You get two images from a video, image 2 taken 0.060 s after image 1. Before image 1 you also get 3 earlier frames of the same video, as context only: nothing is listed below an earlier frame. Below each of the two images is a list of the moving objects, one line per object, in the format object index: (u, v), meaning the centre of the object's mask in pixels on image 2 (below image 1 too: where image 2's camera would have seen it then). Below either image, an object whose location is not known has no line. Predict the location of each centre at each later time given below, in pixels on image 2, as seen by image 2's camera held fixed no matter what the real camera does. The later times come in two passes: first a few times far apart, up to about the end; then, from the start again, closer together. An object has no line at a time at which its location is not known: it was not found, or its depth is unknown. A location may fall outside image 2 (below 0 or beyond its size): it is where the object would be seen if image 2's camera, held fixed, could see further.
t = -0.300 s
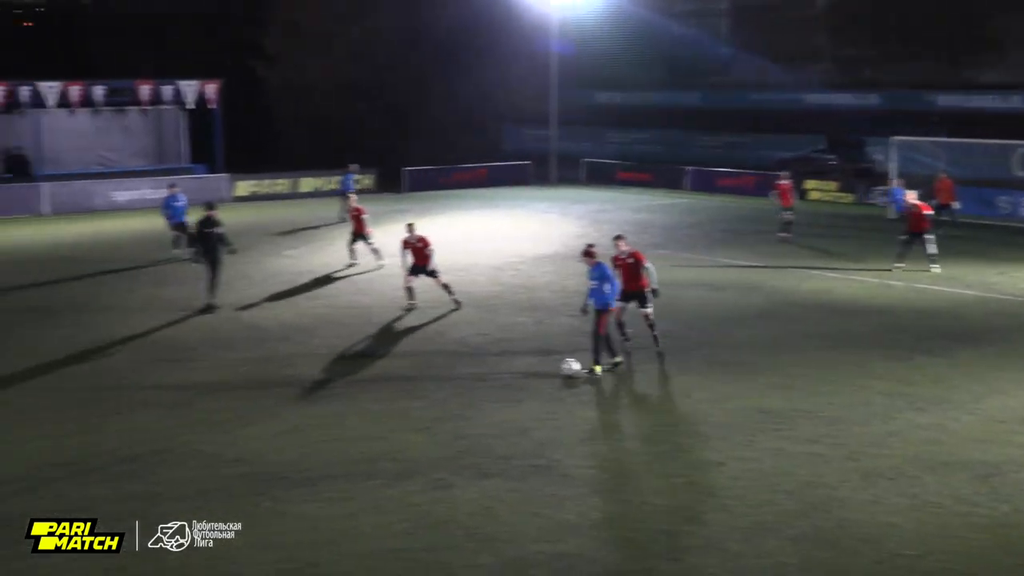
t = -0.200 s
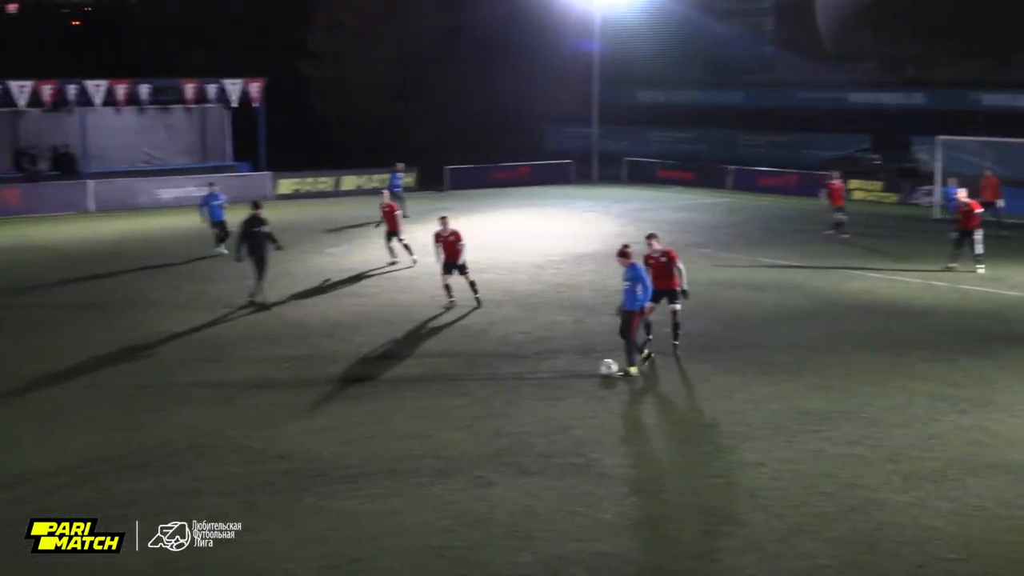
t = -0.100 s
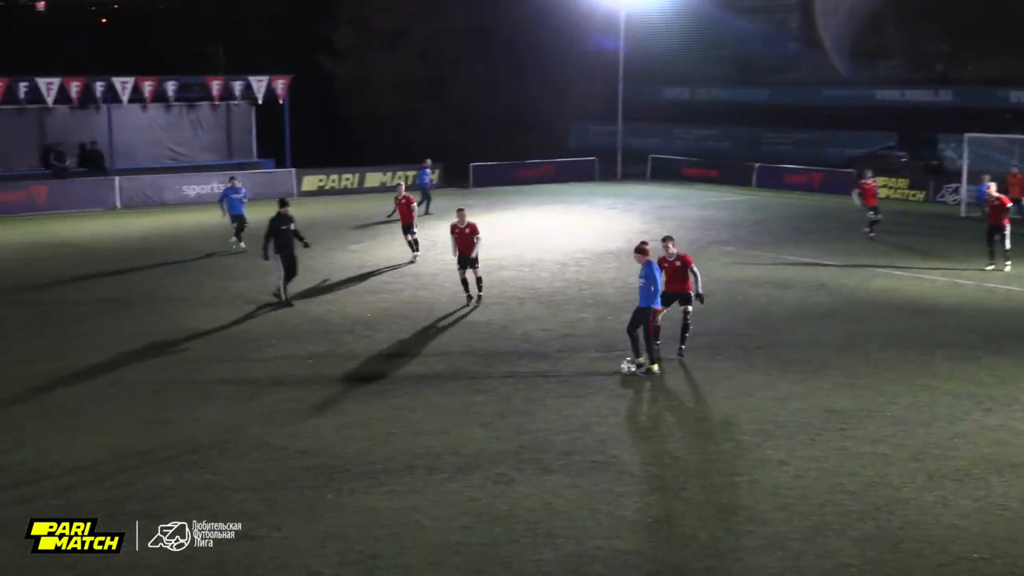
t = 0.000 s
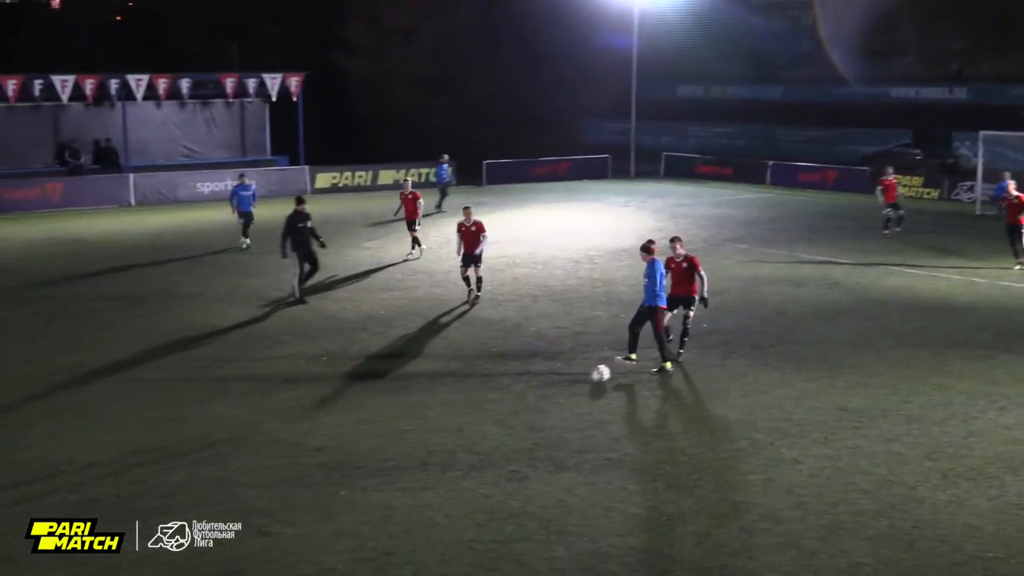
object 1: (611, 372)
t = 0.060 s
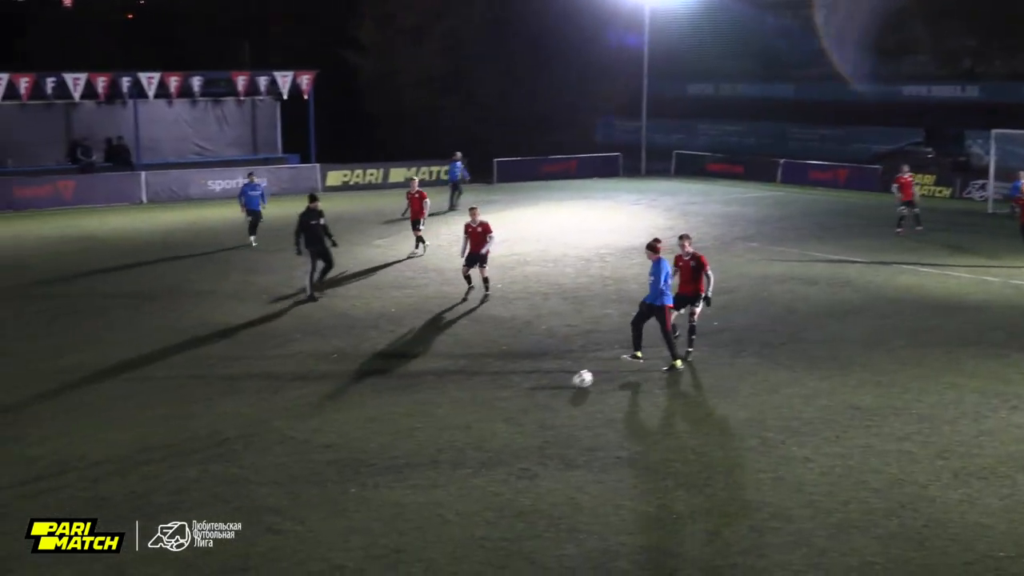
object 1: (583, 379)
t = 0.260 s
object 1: (487, 404)
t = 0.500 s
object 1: (368, 434)
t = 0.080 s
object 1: (572, 381)
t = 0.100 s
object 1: (563, 384)
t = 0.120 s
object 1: (554, 386)
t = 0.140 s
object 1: (545, 388)
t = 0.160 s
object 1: (536, 391)
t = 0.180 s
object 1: (526, 393)
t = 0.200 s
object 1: (516, 396)
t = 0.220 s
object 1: (506, 398)
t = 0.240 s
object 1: (496, 401)
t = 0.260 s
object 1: (487, 404)
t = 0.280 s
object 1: (477, 406)
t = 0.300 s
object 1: (467, 409)
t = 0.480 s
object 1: (378, 432)
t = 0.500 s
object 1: (368, 434)
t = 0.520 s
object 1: (358, 436)
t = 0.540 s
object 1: (348, 438)
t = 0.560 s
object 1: (339, 440)
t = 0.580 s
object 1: (329, 443)
